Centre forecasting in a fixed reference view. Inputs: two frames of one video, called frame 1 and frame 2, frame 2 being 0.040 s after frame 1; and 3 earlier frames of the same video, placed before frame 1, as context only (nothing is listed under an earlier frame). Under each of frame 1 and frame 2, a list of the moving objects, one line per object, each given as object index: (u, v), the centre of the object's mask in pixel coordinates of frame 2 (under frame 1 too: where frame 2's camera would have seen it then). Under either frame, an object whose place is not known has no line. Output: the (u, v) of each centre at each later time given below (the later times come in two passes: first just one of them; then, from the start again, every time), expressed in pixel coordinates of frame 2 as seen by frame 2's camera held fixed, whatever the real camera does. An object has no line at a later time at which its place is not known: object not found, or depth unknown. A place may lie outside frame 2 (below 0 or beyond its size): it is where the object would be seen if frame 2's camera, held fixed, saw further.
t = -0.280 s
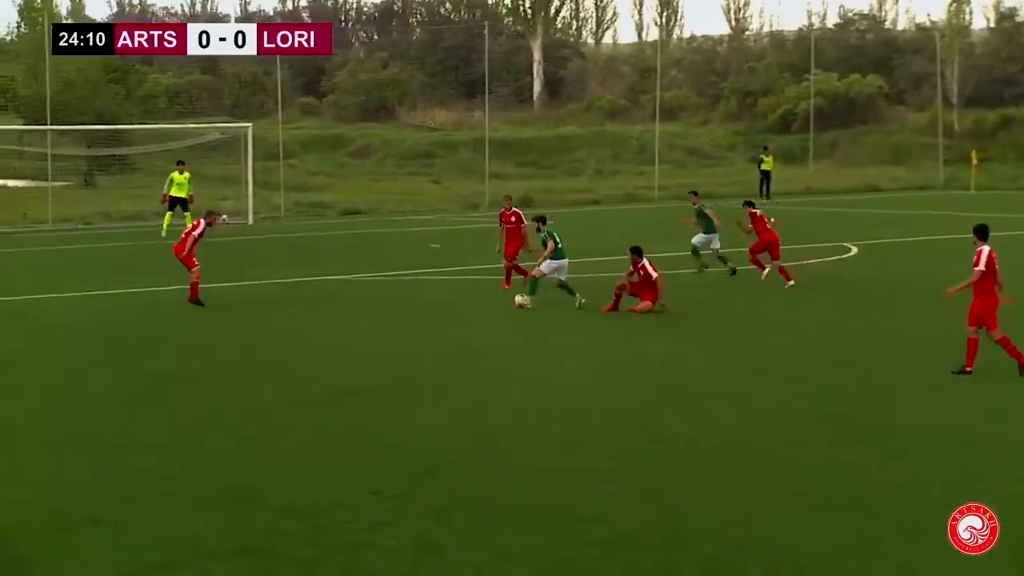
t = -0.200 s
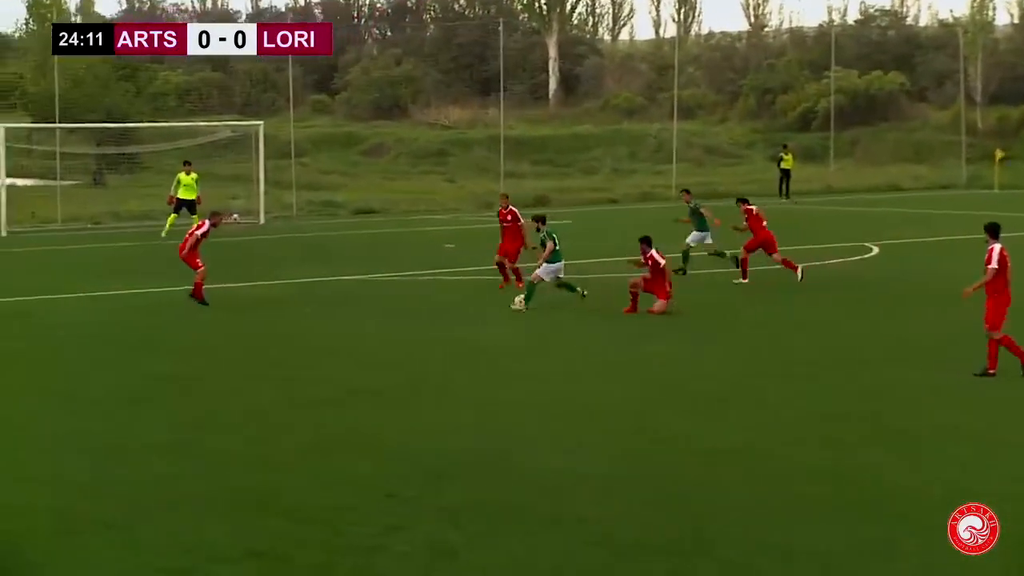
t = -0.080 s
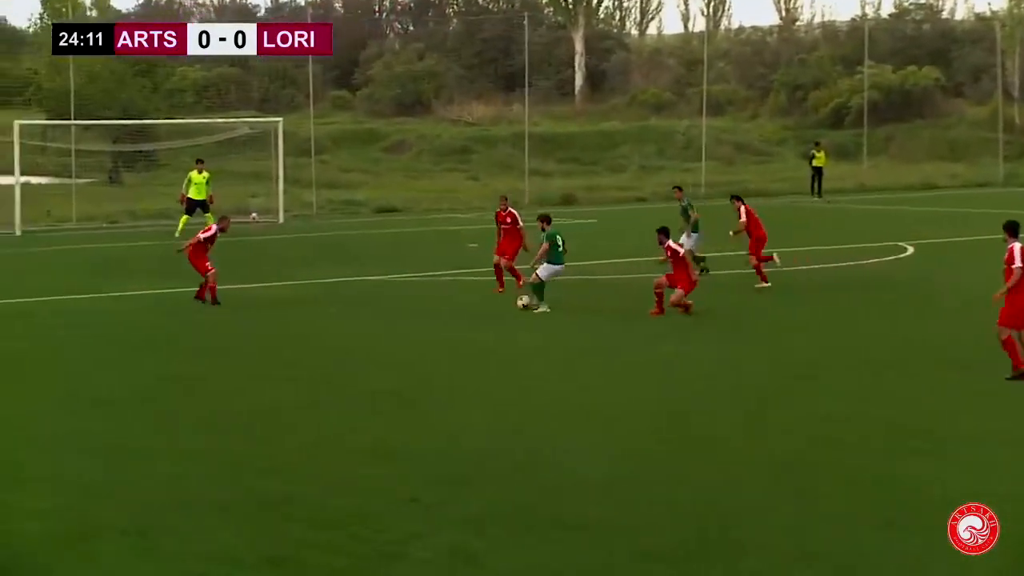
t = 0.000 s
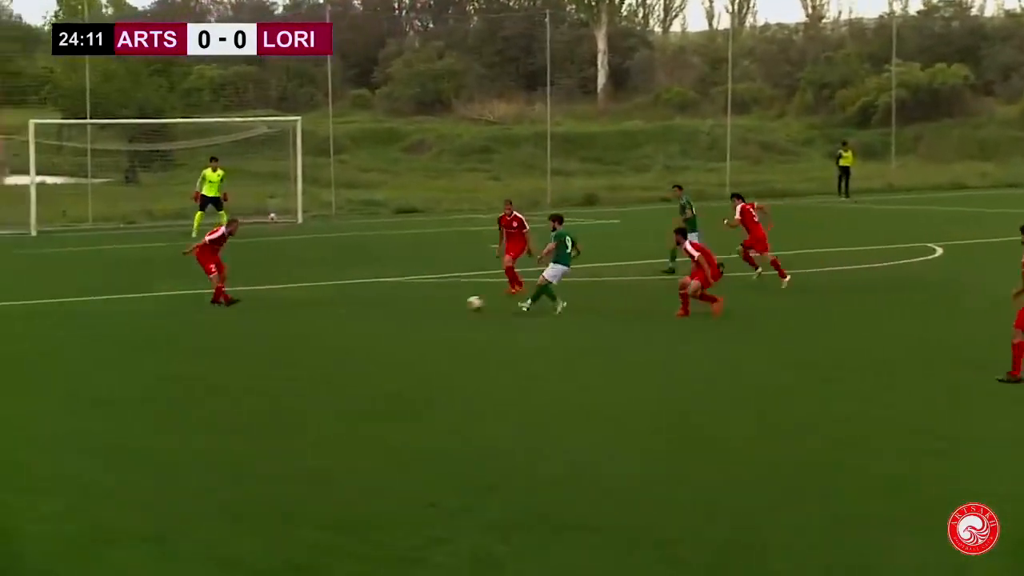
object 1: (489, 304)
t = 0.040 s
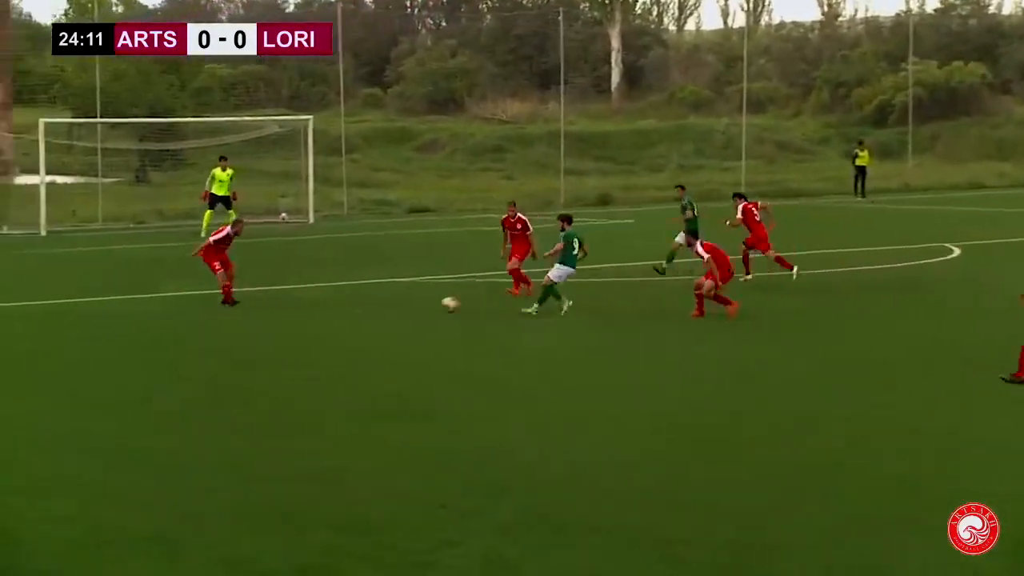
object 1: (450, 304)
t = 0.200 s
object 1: (306, 298)
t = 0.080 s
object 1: (412, 303)
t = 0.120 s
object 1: (375, 303)
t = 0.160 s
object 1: (340, 301)
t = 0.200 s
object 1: (306, 298)
